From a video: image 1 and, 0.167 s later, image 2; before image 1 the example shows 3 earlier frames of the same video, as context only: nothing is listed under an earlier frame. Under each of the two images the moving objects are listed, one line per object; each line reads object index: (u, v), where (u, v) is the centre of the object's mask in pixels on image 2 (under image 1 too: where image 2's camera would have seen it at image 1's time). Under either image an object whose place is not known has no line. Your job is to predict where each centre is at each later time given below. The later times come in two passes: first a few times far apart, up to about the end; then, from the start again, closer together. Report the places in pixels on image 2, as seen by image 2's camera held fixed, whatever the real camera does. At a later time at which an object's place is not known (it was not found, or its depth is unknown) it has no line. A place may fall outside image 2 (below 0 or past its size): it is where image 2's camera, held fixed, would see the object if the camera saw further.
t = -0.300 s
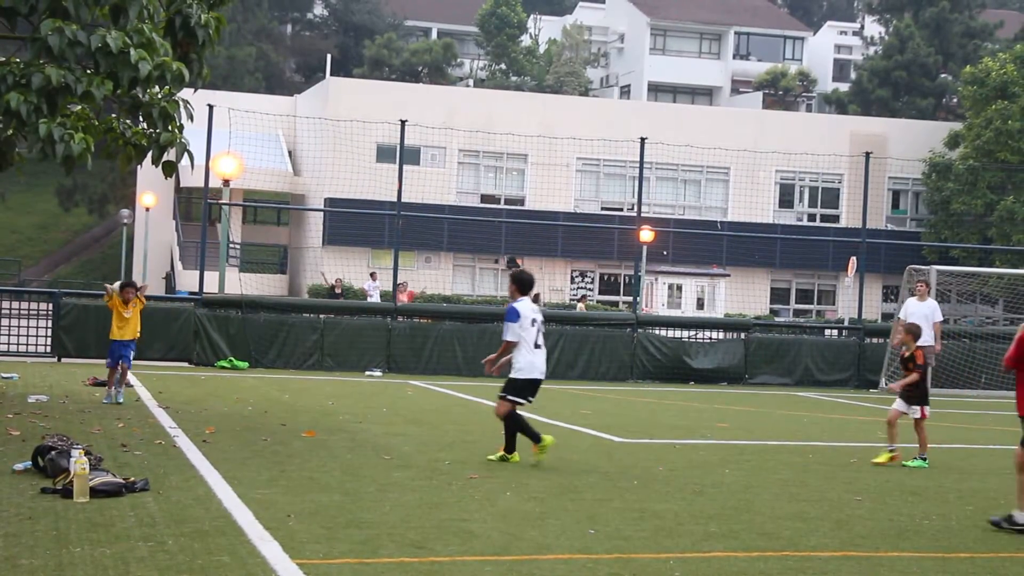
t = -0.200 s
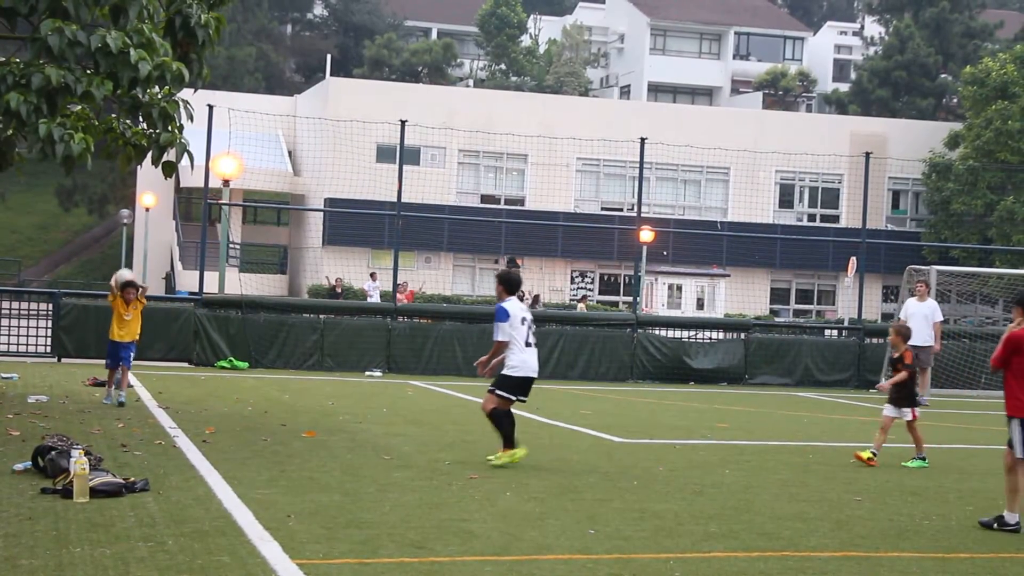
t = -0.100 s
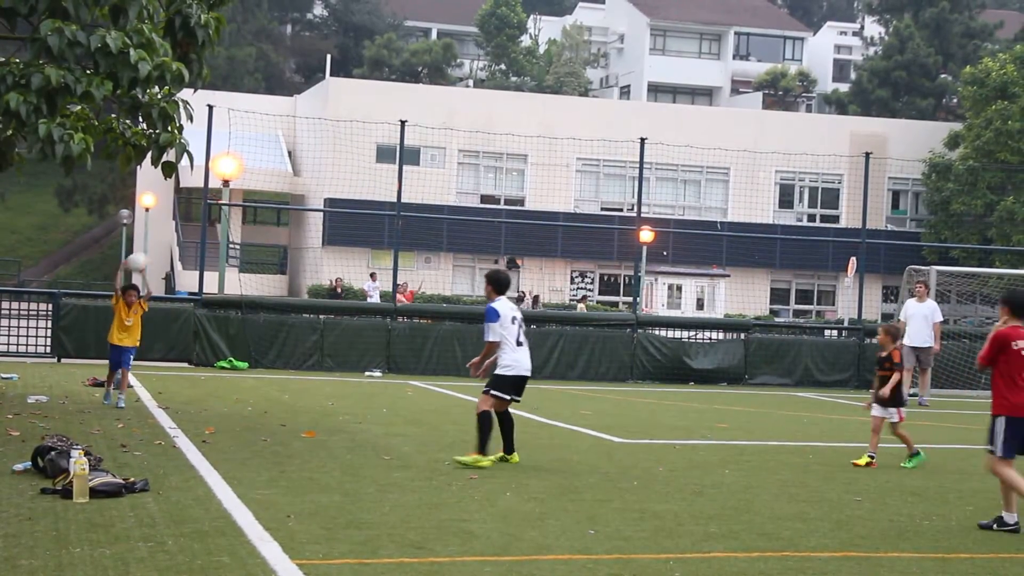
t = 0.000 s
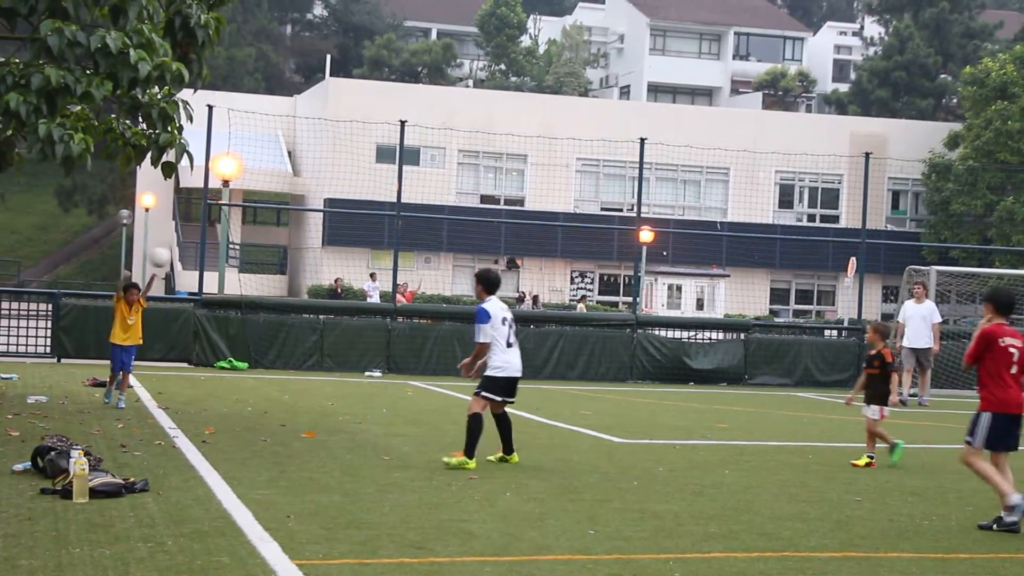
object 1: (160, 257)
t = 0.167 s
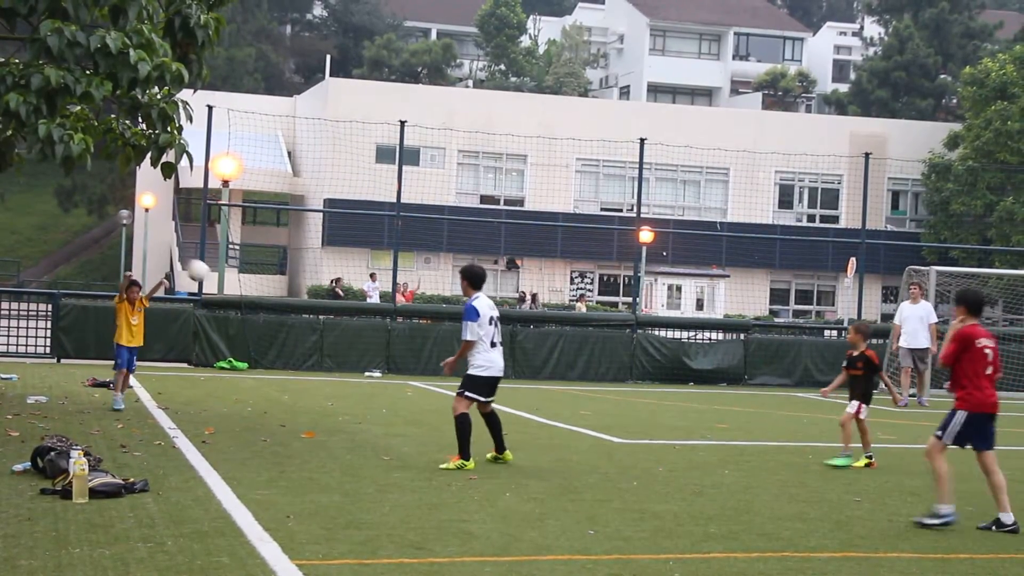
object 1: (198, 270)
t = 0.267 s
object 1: (225, 294)
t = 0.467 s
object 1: (273, 373)
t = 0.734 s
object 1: (317, 371)
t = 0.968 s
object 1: (339, 345)
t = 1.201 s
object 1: (359, 379)
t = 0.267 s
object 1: (225, 294)
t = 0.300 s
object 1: (231, 303)
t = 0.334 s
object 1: (239, 314)
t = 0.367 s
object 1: (247, 327)
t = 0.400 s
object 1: (255, 341)
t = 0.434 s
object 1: (264, 355)
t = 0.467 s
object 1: (273, 373)
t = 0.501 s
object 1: (283, 390)
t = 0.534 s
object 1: (291, 409)
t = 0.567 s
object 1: (299, 426)
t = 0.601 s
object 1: (303, 413)
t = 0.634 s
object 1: (306, 401)
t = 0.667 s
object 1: (310, 390)
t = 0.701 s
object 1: (313, 380)
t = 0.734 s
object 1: (317, 371)
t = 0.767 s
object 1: (320, 364)
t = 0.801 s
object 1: (323, 357)
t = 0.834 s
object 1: (326, 353)
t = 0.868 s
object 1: (329, 349)
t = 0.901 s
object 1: (333, 346)
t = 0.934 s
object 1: (336, 345)
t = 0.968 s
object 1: (339, 345)
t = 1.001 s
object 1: (342, 345)
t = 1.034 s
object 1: (345, 347)
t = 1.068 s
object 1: (348, 351)
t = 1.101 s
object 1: (351, 356)
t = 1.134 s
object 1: (354, 362)
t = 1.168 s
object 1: (357, 369)
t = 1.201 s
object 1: (359, 379)
